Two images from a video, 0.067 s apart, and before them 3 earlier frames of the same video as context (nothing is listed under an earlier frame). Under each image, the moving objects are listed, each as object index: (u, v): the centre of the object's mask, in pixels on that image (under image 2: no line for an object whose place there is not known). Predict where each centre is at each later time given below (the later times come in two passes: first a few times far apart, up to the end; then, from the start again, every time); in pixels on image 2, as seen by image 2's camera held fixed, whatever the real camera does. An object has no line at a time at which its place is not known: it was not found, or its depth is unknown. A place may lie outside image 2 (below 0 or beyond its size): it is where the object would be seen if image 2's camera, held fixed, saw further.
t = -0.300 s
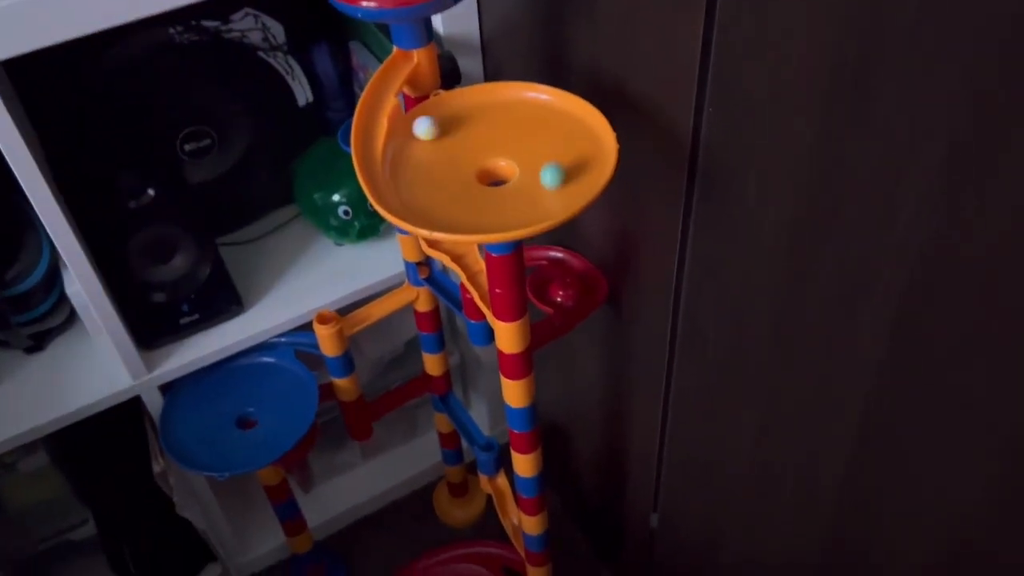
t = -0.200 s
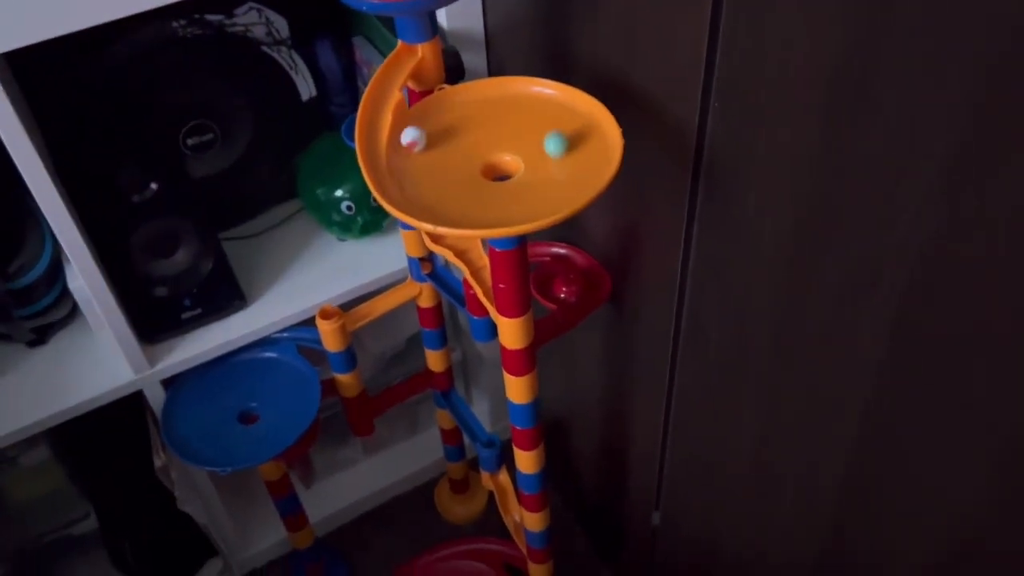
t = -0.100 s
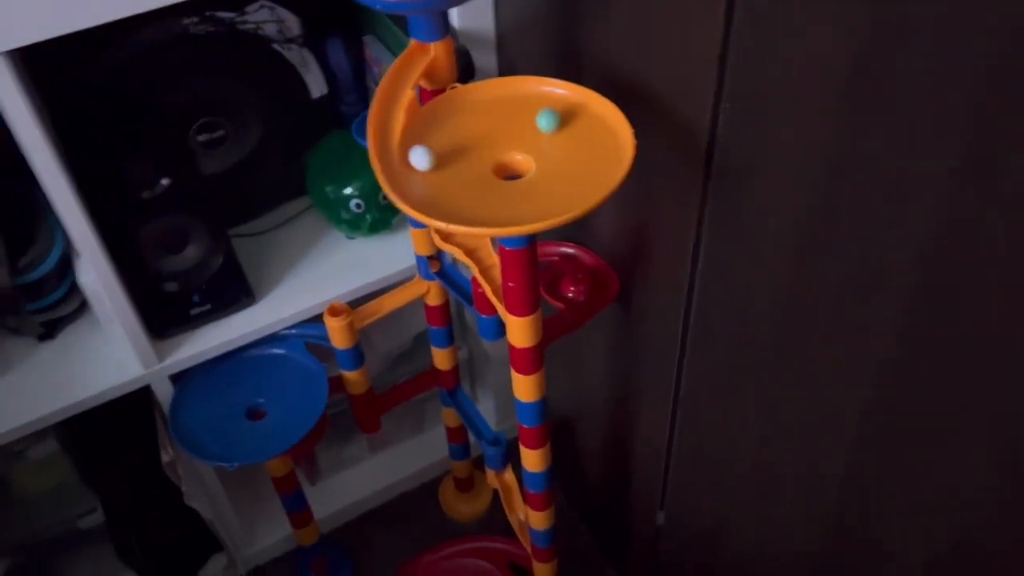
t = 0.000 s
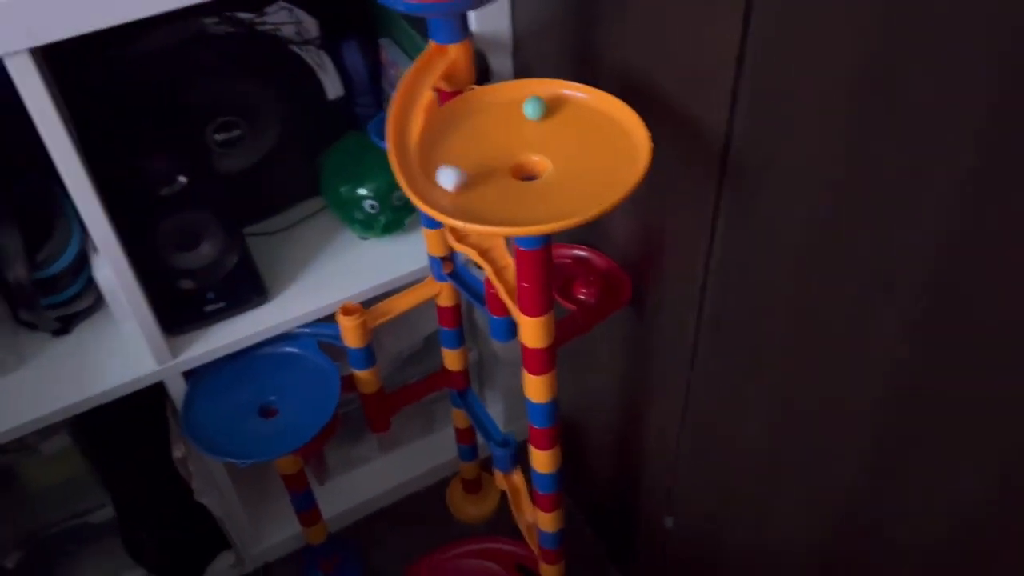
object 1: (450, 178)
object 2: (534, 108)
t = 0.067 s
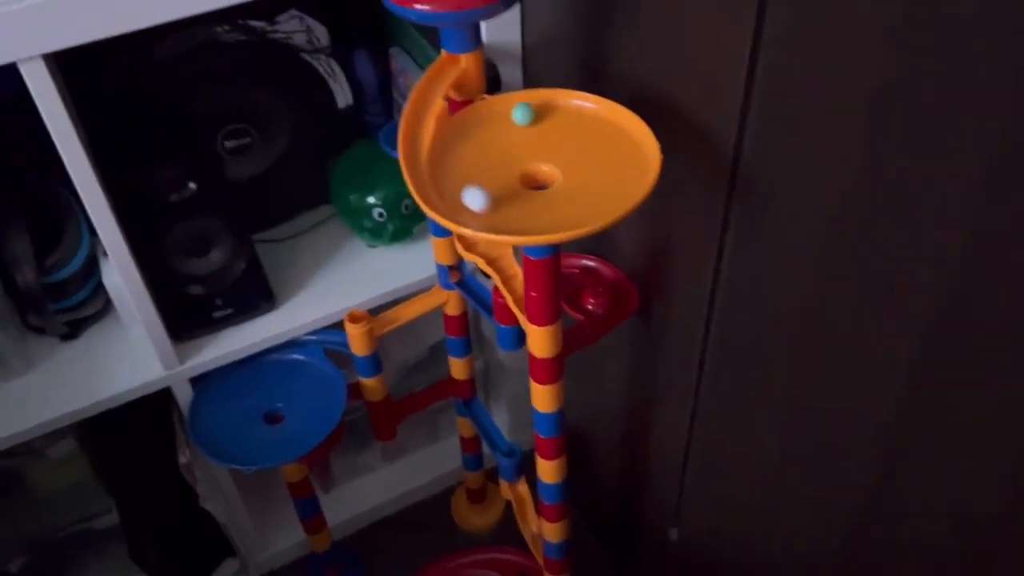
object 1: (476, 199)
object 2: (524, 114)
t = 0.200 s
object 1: (516, 211)
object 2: (484, 121)
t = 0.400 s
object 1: (572, 198)
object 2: (459, 162)
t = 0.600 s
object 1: (584, 159)
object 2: (489, 206)
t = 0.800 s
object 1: (535, 127)
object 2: (550, 213)
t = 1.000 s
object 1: (486, 131)
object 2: (583, 181)
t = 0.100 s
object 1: (485, 203)
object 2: (513, 114)
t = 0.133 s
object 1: (495, 206)
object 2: (502, 115)
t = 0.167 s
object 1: (505, 209)
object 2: (494, 117)
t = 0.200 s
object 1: (516, 211)
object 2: (484, 121)
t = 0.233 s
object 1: (527, 210)
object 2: (476, 125)
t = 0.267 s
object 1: (538, 209)
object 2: (470, 131)
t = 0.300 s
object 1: (549, 208)
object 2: (465, 138)
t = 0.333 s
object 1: (558, 206)
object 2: (461, 146)
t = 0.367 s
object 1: (566, 203)
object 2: (459, 153)
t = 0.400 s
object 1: (572, 198)
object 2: (459, 162)
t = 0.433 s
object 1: (579, 193)
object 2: (460, 171)
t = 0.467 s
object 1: (584, 187)
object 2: (462, 179)
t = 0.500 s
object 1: (586, 180)
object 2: (467, 187)
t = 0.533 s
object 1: (588, 173)
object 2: (473, 194)
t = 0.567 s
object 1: (587, 167)
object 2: (481, 200)
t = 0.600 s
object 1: (584, 159)
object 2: (489, 206)
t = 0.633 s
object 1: (578, 152)
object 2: (499, 210)
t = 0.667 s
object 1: (572, 145)
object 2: (509, 213)
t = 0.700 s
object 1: (564, 139)
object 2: (519, 215)
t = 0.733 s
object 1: (555, 134)
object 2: (530, 216)
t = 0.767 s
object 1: (546, 131)
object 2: (540, 215)
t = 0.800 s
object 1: (535, 127)
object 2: (550, 213)
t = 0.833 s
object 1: (525, 125)
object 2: (559, 210)
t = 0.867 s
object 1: (517, 124)
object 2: (567, 206)
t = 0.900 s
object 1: (508, 124)
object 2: (573, 201)
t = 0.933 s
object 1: (499, 125)
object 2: (578, 195)
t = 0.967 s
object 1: (492, 127)
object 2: (582, 188)
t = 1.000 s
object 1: (486, 131)
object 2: (583, 181)
